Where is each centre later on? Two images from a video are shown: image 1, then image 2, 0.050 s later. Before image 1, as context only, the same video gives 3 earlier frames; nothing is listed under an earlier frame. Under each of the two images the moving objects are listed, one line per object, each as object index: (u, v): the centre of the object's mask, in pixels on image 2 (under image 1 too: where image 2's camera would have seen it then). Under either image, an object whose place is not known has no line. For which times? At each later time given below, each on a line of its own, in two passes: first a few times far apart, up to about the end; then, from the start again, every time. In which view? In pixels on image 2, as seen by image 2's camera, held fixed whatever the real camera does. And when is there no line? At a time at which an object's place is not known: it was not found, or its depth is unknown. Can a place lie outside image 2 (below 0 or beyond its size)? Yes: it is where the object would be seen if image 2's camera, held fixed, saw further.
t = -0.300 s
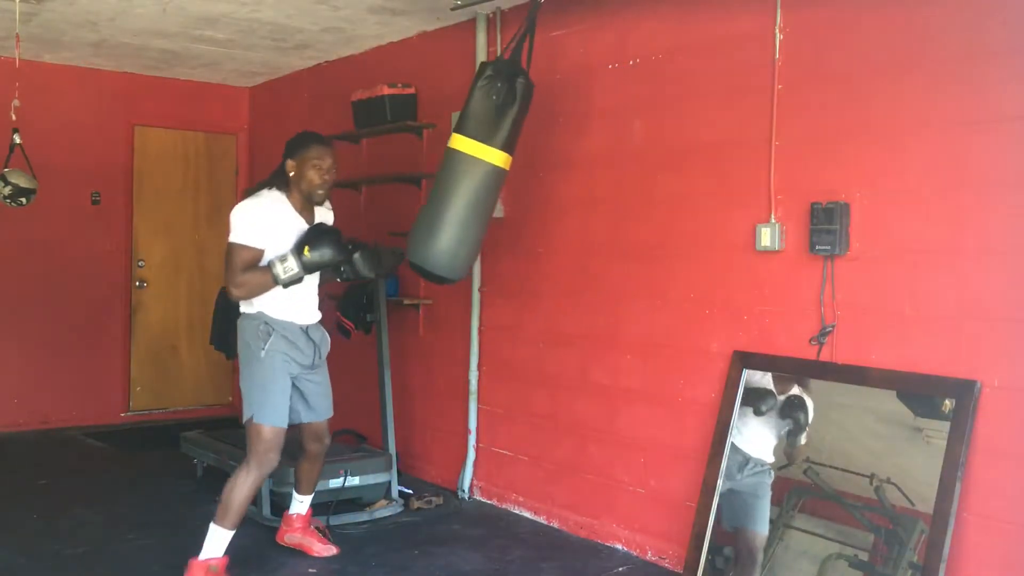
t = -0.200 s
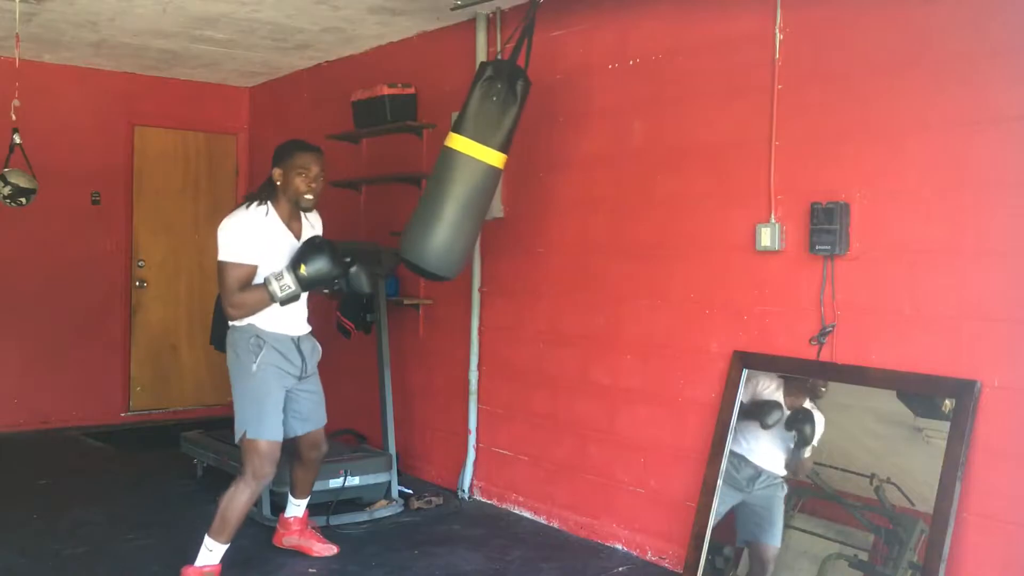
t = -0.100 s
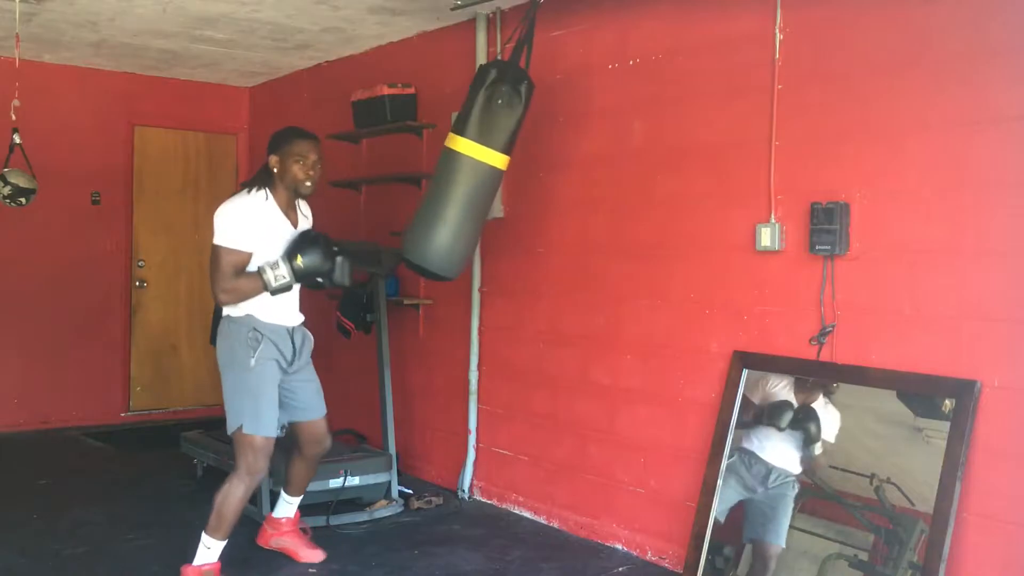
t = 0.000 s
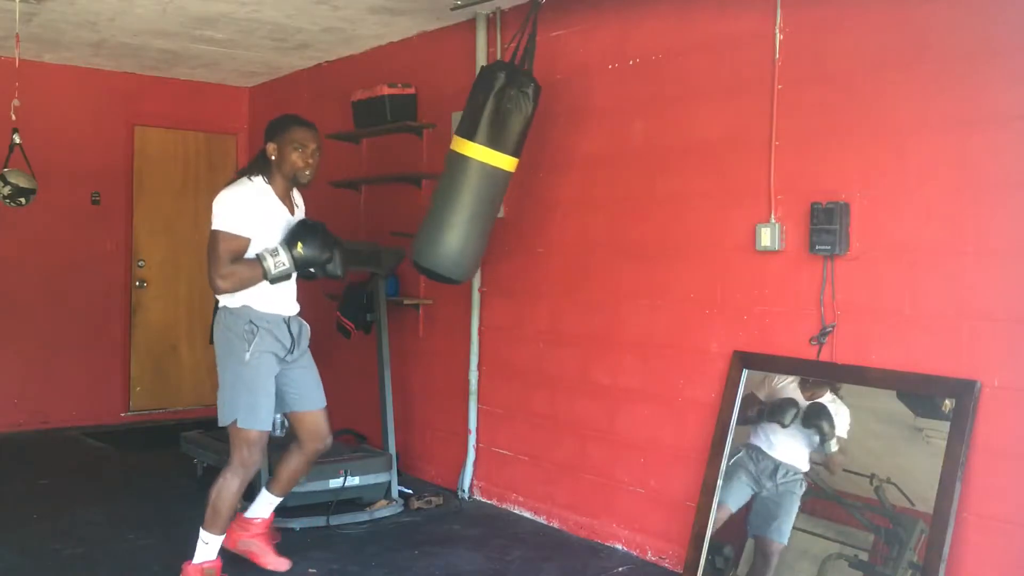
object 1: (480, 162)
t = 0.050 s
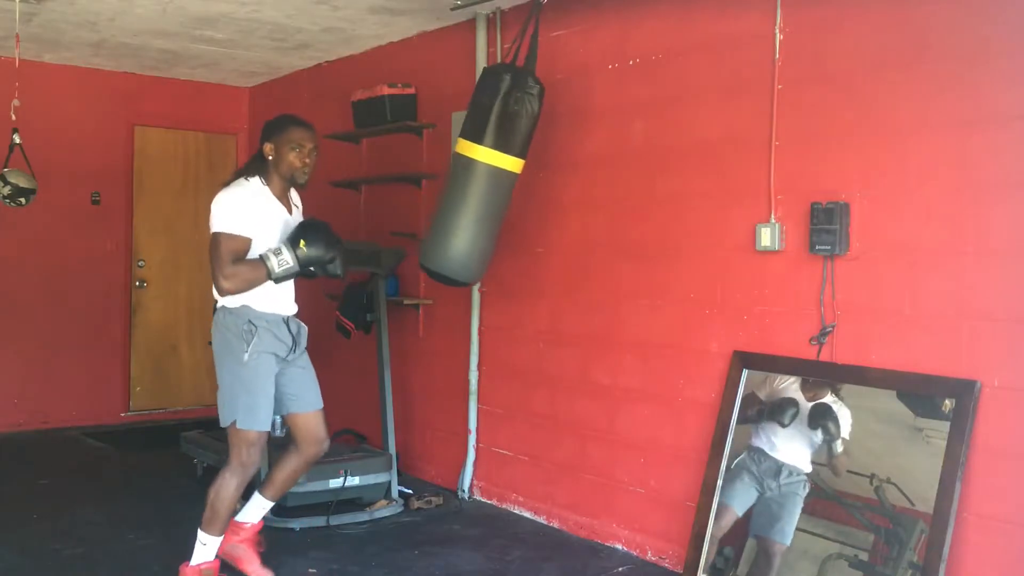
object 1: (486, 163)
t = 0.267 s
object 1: (523, 172)
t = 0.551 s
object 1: (585, 176)
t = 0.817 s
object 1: (626, 166)
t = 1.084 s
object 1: (627, 167)
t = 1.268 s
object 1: (602, 172)
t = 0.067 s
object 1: (489, 163)
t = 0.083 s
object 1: (491, 163)
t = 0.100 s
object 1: (493, 164)
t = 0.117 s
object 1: (496, 165)
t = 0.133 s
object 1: (498, 165)
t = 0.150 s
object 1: (501, 165)
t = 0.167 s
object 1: (504, 166)
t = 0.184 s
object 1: (507, 167)
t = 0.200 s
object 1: (510, 168)
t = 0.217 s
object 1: (513, 169)
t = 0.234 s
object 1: (516, 170)
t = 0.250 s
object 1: (519, 171)
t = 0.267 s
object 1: (523, 172)
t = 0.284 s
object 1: (526, 172)
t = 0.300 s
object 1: (530, 173)
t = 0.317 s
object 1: (534, 173)
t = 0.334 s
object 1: (537, 174)
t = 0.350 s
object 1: (541, 175)
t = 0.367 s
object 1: (544, 176)
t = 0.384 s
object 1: (548, 176)
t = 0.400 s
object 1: (552, 176)
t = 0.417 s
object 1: (555, 177)
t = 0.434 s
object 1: (559, 177)
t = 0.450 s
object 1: (563, 177)
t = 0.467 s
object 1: (567, 178)
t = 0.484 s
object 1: (571, 177)
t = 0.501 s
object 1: (575, 177)
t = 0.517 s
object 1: (578, 176)
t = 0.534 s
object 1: (582, 176)
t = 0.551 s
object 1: (585, 176)
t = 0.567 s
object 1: (589, 174)
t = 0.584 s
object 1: (592, 174)
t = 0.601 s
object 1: (595, 173)
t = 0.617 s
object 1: (598, 172)
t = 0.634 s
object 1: (601, 172)
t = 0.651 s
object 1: (604, 171)
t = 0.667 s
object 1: (607, 170)
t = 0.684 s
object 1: (610, 170)
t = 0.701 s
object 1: (612, 169)
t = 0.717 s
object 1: (615, 169)
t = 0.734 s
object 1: (617, 168)
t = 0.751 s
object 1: (619, 168)
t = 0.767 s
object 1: (621, 167)
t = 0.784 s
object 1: (623, 167)
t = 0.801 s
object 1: (624, 166)
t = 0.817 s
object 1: (626, 166)
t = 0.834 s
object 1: (627, 165)
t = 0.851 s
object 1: (629, 165)
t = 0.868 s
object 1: (630, 165)
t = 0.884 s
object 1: (630, 164)
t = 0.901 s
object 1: (631, 164)
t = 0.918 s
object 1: (632, 164)
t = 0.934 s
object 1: (632, 164)
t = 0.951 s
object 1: (632, 164)
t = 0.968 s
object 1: (632, 164)
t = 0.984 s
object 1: (632, 164)
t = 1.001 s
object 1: (632, 164)
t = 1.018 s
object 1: (631, 165)
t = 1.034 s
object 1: (630, 165)
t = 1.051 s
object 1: (630, 166)
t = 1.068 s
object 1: (628, 166)
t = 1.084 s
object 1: (627, 167)
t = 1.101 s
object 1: (625, 167)
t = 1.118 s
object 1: (624, 168)
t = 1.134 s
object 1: (622, 168)
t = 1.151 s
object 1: (620, 168)
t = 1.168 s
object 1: (618, 170)
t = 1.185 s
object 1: (616, 170)
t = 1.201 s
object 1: (614, 171)
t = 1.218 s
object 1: (611, 171)
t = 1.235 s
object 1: (609, 171)
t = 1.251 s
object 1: (606, 172)
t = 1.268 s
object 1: (602, 172)
